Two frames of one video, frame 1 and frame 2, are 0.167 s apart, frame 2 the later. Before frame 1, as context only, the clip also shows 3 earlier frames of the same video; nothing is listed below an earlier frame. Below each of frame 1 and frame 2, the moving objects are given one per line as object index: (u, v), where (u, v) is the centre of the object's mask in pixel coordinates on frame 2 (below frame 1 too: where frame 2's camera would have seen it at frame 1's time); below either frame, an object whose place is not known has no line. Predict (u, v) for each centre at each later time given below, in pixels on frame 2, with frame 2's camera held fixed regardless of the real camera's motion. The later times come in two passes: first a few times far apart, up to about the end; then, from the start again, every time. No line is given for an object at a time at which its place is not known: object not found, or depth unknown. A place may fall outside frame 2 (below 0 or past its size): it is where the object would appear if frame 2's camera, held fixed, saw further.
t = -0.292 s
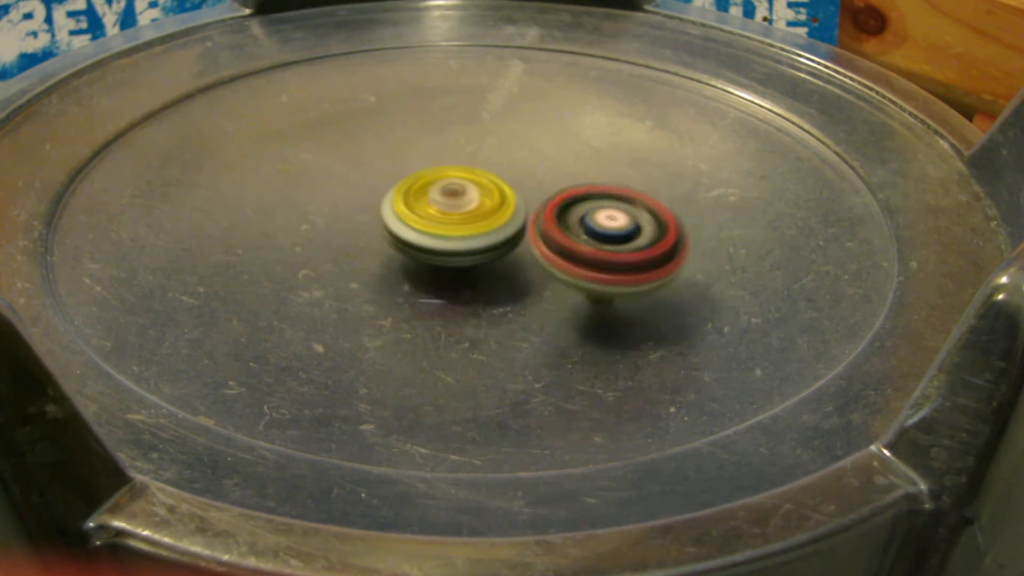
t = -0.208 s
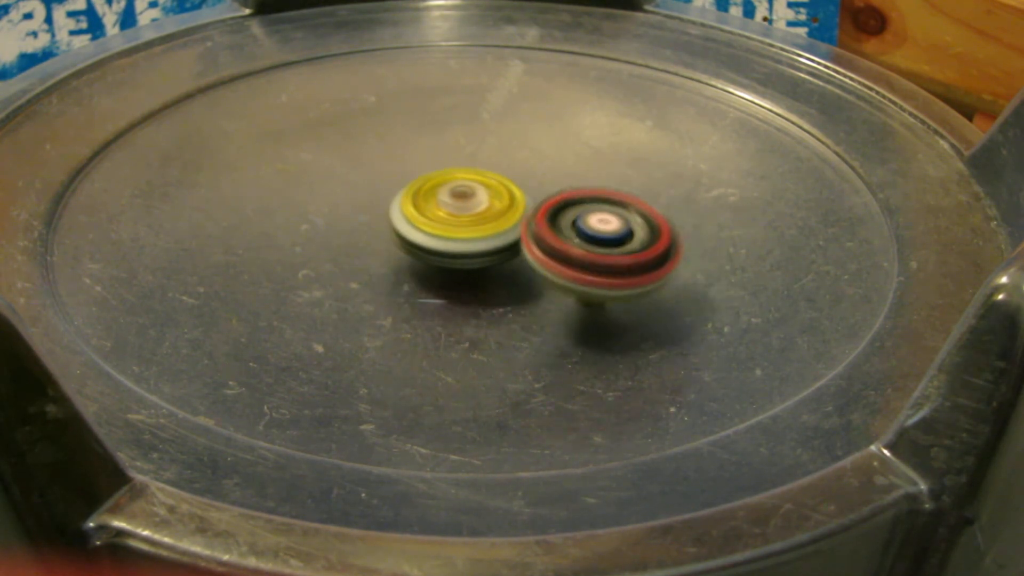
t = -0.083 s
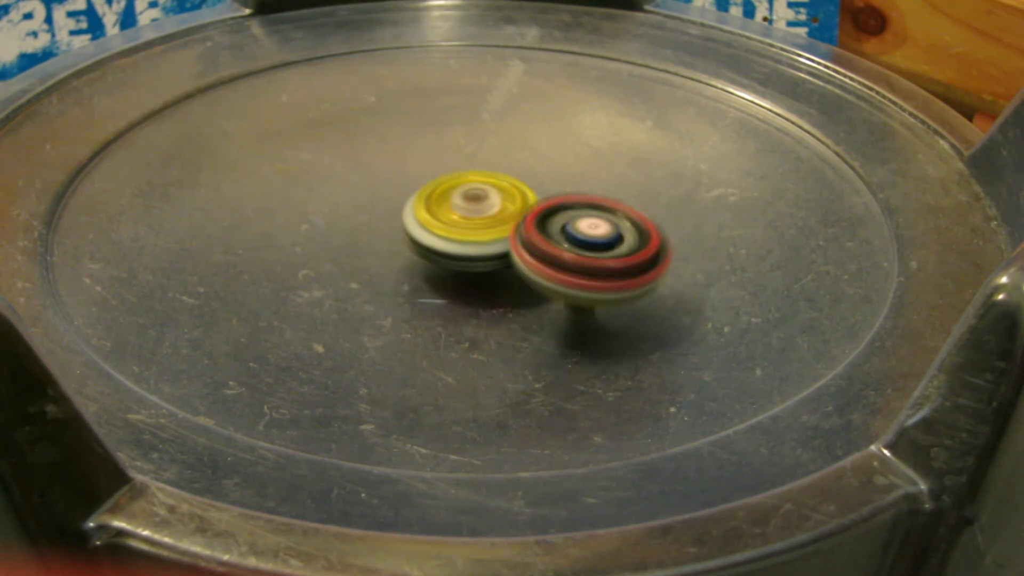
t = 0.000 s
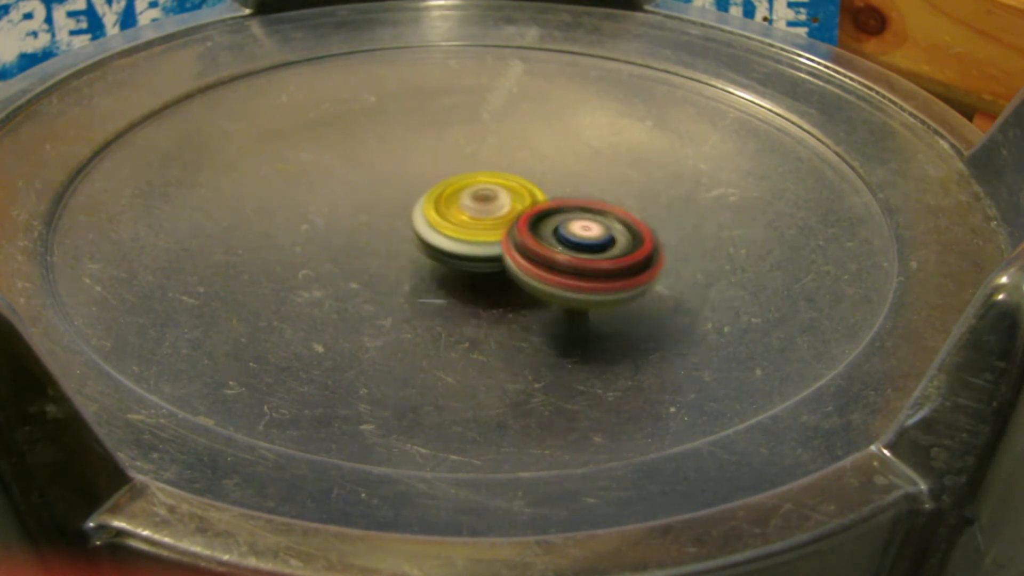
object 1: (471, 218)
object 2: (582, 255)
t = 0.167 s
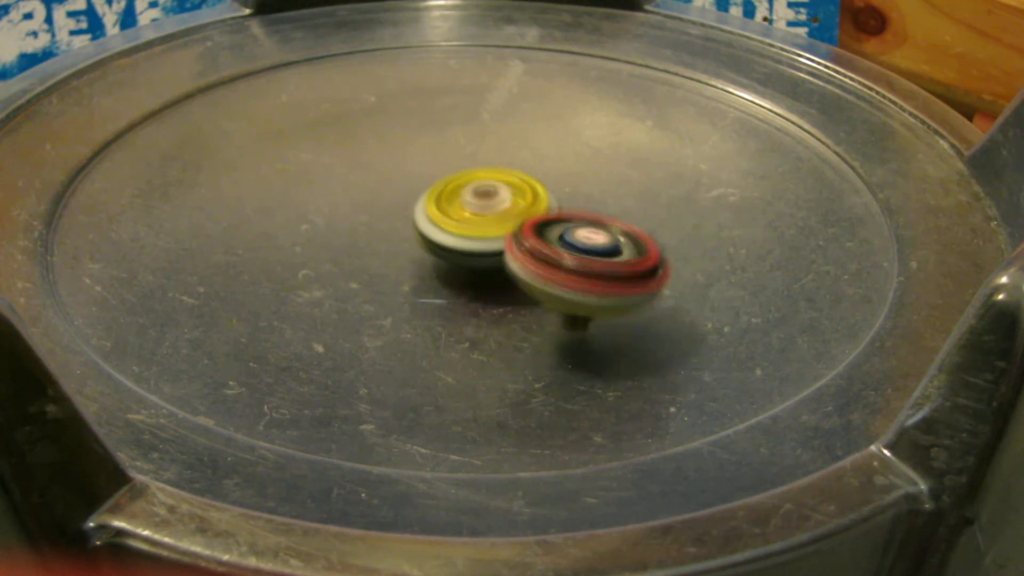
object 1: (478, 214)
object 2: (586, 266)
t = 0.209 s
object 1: (479, 213)
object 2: (582, 273)
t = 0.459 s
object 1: (484, 216)
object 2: (559, 275)
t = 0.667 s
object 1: (479, 215)
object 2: (548, 277)
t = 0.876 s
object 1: (464, 213)
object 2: (524, 274)
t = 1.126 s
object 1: (441, 199)
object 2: (521, 303)
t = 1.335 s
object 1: (414, 195)
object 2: (494, 304)
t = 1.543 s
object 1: (404, 194)
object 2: (474, 302)
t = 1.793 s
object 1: (401, 196)
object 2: (447, 296)
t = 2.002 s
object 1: (407, 189)
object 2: (412, 269)
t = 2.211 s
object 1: (443, 193)
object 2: (375, 257)
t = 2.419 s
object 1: (469, 210)
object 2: (365, 250)
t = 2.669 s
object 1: (489, 223)
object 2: (356, 246)
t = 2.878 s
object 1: (502, 228)
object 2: (345, 240)
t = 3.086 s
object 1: (500, 234)
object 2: (353, 233)
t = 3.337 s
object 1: (510, 237)
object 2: (324, 215)
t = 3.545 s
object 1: (500, 237)
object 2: (328, 207)
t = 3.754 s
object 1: (490, 234)
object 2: (328, 199)
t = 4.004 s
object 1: (486, 226)
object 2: (319, 192)
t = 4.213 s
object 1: (512, 218)
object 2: (288, 178)
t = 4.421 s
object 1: (513, 210)
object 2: (309, 178)
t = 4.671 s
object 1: (510, 206)
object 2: (337, 178)
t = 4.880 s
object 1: (505, 204)
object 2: (357, 175)
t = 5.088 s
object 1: (501, 204)
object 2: (362, 168)
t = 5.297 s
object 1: (532, 217)
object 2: (300, 144)
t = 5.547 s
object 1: (523, 219)
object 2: (300, 135)
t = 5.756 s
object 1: (508, 219)
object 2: (348, 157)
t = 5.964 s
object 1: (512, 222)
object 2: (377, 176)
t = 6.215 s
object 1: (507, 220)
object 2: (369, 165)
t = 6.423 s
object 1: (519, 221)
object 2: (325, 154)
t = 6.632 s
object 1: (510, 216)
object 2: (338, 154)
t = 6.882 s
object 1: (518, 214)
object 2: (350, 164)
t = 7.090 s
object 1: (523, 211)
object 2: (379, 166)
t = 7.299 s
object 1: (516, 208)
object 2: (388, 165)
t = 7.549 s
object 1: (511, 207)
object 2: (370, 158)
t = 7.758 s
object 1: (519, 228)
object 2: (358, 134)
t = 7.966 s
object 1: (514, 236)
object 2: (373, 139)
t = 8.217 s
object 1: (501, 246)
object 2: (451, 157)
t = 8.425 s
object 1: (473, 243)
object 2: (497, 158)
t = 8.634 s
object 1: (449, 238)
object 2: (489, 145)
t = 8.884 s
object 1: (427, 233)
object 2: (507, 136)
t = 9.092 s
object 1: (428, 230)
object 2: (521, 137)
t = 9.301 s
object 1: (448, 224)
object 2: (532, 154)
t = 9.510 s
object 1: (462, 226)
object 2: (591, 156)
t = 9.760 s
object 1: (479, 230)
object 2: (612, 164)
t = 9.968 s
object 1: (476, 236)
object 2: (617, 169)
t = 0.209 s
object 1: (479, 213)
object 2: (582, 273)
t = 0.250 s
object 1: (479, 213)
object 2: (576, 275)
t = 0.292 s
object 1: (481, 214)
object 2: (571, 276)
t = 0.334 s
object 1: (481, 215)
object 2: (568, 275)
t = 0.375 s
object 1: (482, 215)
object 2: (565, 276)
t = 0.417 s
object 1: (483, 216)
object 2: (562, 275)
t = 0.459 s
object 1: (484, 216)
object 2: (559, 275)
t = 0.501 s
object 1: (484, 217)
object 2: (556, 275)
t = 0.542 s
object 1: (483, 217)
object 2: (553, 274)
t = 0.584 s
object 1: (482, 216)
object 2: (552, 276)
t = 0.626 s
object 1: (481, 215)
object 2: (552, 278)
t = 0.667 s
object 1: (479, 215)
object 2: (548, 277)
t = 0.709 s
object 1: (476, 214)
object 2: (543, 276)
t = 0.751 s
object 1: (474, 214)
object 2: (538, 276)
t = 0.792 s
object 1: (470, 214)
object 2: (534, 275)
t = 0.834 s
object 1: (467, 213)
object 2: (529, 274)
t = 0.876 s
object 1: (464, 213)
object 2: (524, 274)
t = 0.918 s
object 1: (461, 212)
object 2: (519, 274)
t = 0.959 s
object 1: (458, 211)
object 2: (513, 273)
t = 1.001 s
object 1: (455, 209)
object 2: (508, 272)
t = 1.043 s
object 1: (450, 206)
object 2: (517, 285)
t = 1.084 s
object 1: (446, 201)
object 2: (524, 296)
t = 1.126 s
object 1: (441, 199)
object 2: (521, 303)
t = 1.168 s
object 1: (435, 198)
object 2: (515, 304)
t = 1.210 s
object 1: (429, 197)
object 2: (509, 304)
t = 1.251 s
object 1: (423, 196)
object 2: (504, 304)
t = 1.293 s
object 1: (418, 195)
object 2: (499, 304)
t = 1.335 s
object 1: (414, 195)
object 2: (494, 304)
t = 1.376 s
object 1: (411, 194)
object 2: (490, 304)
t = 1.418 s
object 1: (408, 194)
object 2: (486, 304)
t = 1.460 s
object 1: (406, 194)
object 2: (482, 303)
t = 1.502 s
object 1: (405, 194)
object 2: (478, 302)
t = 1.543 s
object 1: (404, 194)
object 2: (474, 302)
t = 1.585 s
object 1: (403, 195)
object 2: (469, 301)
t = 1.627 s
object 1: (402, 195)
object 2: (466, 300)
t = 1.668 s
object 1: (402, 196)
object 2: (461, 299)
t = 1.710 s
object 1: (401, 196)
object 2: (456, 298)
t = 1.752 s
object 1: (401, 196)
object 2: (452, 297)
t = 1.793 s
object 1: (401, 196)
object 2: (447, 296)
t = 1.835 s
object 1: (401, 195)
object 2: (441, 293)
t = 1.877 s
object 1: (402, 194)
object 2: (434, 289)
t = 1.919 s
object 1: (402, 193)
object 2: (427, 283)
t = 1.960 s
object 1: (404, 191)
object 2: (419, 276)
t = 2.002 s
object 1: (407, 189)
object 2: (412, 269)
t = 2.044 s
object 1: (413, 187)
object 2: (406, 263)
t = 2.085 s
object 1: (421, 187)
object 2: (401, 258)
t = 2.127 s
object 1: (431, 187)
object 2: (393, 255)
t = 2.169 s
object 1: (438, 190)
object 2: (380, 258)
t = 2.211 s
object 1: (443, 193)
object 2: (375, 257)
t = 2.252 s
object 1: (449, 196)
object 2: (372, 256)
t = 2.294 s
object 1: (455, 200)
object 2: (369, 254)
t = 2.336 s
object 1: (460, 203)
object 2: (367, 252)
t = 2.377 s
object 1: (465, 206)
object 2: (366, 251)
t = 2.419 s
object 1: (469, 210)
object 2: (365, 250)
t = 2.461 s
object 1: (474, 213)
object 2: (365, 248)
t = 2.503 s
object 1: (479, 215)
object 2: (363, 246)
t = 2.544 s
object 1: (480, 217)
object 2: (355, 249)
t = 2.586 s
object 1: (482, 219)
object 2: (354, 249)
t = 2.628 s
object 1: (486, 221)
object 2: (355, 247)
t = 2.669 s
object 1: (489, 223)
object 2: (356, 246)
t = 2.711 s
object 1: (492, 225)
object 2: (357, 245)
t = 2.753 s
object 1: (495, 226)
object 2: (359, 243)
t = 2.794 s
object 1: (497, 228)
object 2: (359, 242)
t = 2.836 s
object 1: (499, 228)
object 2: (351, 241)
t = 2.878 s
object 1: (502, 228)
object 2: (345, 240)
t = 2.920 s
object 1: (502, 228)
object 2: (345, 239)
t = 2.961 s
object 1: (502, 230)
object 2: (346, 238)
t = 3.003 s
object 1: (502, 232)
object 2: (348, 236)
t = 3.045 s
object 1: (501, 233)
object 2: (351, 234)
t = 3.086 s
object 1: (500, 234)
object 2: (353, 233)
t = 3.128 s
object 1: (499, 236)
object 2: (355, 231)
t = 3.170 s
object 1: (498, 237)
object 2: (356, 228)
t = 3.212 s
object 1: (503, 236)
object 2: (344, 225)
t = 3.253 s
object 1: (511, 237)
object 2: (329, 222)
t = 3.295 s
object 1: (511, 237)
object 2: (325, 218)
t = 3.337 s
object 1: (510, 237)
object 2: (324, 215)
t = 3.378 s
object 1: (509, 237)
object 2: (325, 213)
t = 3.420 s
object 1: (507, 237)
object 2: (325, 211)
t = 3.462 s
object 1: (505, 237)
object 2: (326, 210)
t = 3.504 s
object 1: (503, 237)
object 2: (327, 208)
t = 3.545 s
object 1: (500, 237)
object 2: (328, 207)
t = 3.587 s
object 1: (497, 236)
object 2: (330, 205)
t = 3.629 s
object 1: (495, 236)
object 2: (331, 204)
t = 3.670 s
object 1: (492, 235)
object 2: (333, 203)
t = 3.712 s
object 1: (489, 234)
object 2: (334, 202)
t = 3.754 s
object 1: (490, 234)
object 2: (328, 199)
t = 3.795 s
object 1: (489, 233)
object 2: (322, 198)
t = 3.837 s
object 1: (487, 232)
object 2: (325, 198)
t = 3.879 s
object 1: (483, 230)
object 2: (328, 197)
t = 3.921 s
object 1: (483, 229)
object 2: (327, 195)
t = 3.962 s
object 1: (487, 227)
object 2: (318, 191)
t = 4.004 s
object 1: (486, 226)
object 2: (319, 192)
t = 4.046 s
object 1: (485, 224)
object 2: (324, 191)
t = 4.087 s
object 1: (483, 223)
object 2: (328, 191)
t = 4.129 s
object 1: (482, 221)
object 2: (331, 190)
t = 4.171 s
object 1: (500, 220)
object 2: (305, 182)
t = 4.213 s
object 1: (512, 218)
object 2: (288, 178)
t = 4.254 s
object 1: (513, 217)
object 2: (284, 178)
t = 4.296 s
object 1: (513, 215)
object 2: (290, 178)
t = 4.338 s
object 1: (513, 213)
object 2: (297, 178)
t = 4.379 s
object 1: (513, 212)
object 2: (304, 178)
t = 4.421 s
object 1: (513, 210)
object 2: (309, 178)
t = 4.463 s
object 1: (512, 209)
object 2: (313, 178)
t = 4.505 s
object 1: (512, 208)
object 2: (318, 178)
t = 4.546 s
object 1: (512, 208)
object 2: (323, 178)
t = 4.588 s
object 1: (511, 207)
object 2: (328, 178)
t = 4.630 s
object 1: (510, 206)
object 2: (333, 178)
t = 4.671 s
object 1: (510, 206)
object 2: (337, 178)
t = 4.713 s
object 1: (509, 205)
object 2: (341, 178)
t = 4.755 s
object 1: (508, 205)
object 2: (346, 177)
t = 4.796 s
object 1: (508, 204)
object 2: (349, 176)
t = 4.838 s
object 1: (507, 204)
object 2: (353, 176)
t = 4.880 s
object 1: (505, 204)
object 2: (357, 175)
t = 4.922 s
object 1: (504, 203)
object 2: (362, 174)
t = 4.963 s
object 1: (502, 203)
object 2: (365, 173)
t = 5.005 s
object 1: (500, 203)
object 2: (367, 172)
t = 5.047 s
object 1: (501, 204)
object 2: (365, 170)
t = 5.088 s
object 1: (501, 204)
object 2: (362, 168)
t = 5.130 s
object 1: (500, 204)
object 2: (363, 167)
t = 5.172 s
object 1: (498, 205)
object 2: (366, 166)
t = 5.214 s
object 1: (506, 205)
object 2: (349, 157)
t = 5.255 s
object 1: (525, 211)
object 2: (318, 151)
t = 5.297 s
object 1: (532, 217)
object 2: (300, 144)
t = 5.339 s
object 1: (531, 219)
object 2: (288, 138)
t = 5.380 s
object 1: (530, 219)
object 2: (282, 133)
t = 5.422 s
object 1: (528, 219)
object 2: (282, 131)
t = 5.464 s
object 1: (527, 219)
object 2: (286, 132)
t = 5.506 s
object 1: (525, 219)
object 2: (293, 133)
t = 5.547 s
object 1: (523, 219)
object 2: (300, 135)
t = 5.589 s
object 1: (520, 219)
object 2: (307, 138)
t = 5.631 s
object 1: (517, 219)
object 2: (315, 140)
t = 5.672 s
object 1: (514, 219)
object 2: (323, 144)
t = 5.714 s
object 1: (511, 219)
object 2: (333, 149)
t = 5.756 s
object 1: (508, 219)
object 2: (348, 157)
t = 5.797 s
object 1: (506, 219)
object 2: (369, 168)
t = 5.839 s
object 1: (517, 222)
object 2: (368, 173)
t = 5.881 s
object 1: (518, 223)
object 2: (368, 175)
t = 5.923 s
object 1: (515, 222)
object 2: (372, 176)
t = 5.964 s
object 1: (512, 222)
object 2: (377, 176)
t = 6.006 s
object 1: (512, 221)
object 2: (379, 172)
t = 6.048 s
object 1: (508, 221)
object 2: (381, 172)
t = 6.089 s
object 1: (512, 221)
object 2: (370, 167)
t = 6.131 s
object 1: (512, 221)
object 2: (364, 166)
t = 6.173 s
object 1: (509, 220)
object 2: (367, 166)
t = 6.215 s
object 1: (507, 220)
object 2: (369, 165)
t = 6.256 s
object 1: (504, 219)
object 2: (372, 165)
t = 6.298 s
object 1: (501, 218)
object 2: (374, 164)
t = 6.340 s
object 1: (502, 217)
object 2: (365, 161)
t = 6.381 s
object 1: (517, 220)
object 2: (339, 154)
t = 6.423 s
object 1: (519, 221)
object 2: (325, 154)
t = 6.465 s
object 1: (518, 220)
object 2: (323, 153)
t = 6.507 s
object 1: (516, 219)
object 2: (324, 153)
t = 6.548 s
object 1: (514, 218)
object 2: (329, 154)
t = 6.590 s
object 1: (512, 217)
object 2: (334, 154)
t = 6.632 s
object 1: (510, 216)
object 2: (338, 154)
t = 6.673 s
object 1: (508, 215)
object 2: (342, 155)
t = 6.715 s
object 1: (505, 213)
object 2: (346, 156)
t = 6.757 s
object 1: (502, 212)
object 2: (350, 158)
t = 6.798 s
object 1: (500, 211)
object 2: (360, 162)
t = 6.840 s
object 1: (512, 213)
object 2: (353, 163)
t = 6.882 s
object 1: (518, 214)
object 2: (350, 164)
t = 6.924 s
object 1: (517, 214)
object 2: (353, 164)
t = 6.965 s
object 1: (517, 213)
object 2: (361, 165)
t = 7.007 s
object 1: (516, 212)
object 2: (372, 167)
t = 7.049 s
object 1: (522, 212)
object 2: (379, 167)
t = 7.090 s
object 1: (523, 211)
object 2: (379, 166)
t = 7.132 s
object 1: (523, 210)
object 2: (382, 166)
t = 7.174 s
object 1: (521, 209)
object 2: (383, 166)
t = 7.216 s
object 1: (520, 209)
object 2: (384, 165)
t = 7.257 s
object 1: (518, 208)
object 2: (386, 165)
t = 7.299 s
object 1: (516, 208)
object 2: (388, 165)
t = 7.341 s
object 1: (515, 208)
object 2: (387, 163)
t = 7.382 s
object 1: (515, 208)
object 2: (383, 163)
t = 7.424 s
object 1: (515, 207)
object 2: (383, 163)
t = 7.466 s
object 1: (518, 207)
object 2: (374, 161)
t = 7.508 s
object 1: (514, 207)
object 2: (370, 159)
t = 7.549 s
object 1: (511, 207)
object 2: (370, 158)
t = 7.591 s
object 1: (507, 208)
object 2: (373, 158)
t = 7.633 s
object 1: (505, 209)
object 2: (373, 157)
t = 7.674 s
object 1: (502, 210)
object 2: (373, 157)
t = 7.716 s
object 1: (513, 221)
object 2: (364, 145)
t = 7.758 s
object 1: (519, 228)
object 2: (358, 134)
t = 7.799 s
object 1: (519, 231)
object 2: (359, 132)
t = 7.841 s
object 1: (519, 232)
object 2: (362, 133)
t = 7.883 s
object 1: (518, 234)
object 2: (365, 135)
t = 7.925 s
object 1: (516, 235)
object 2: (369, 137)
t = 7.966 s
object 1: (514, 236)
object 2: (373, 139)
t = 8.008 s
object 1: (511, 238)
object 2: (378, 141)
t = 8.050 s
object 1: (508, 239)
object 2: (388, 145)
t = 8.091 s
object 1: (504, 240)
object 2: (402, 151)
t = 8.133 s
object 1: (500, 240)
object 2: (421, 159)
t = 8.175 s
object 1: (498, 242)
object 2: (442, 160)
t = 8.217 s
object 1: (501, 246)
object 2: (451, 157)
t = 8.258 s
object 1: (496, 246)
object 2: (464, 158)
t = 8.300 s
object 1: (492, 245)
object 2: (477, 159)
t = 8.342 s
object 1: (485, 245)
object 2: (490, 159)
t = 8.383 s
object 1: (479, 244)
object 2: (497, 158)
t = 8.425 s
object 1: (473, 243)
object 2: (497, 158)
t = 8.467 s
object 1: (467, 243)
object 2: (494, 155)
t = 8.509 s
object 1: (460, 244)
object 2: (494, 151)
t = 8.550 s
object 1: (456, 242)
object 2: (492, 148)
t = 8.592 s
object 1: (452, 240)
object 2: (489, 145)
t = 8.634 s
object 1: (449, 238)
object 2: (489, 145)
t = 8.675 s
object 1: (446, 236)
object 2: (489, 145)
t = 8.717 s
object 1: (443, 234)
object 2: (490, 146)
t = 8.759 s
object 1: (440, 233)
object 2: (492, 146)
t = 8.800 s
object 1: (436, 231)
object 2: (496, 145)
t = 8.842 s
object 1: (435, 230)
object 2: (496, 145)
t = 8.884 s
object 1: (427, 233)
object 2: (507, 136)
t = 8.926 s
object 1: (421, 235)
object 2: (516, 130)
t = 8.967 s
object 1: (422, 234)
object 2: (518, 129)
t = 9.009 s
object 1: (424, 232)
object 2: (518, 132)
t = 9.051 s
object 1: (426, 231)
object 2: (519, 134)
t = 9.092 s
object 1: (428, 230)
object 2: (521, 137)
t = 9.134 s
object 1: (431, 229)
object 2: (523, 139)
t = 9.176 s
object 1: (434, 227)
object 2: (525, 141)
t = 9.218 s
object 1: (439, 226)
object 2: (527, 145)
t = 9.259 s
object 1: (442, 225)
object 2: (529, 149)
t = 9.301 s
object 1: (448, 224)
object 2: (532, 154)
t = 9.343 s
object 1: (451, 224)
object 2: (538, 154)
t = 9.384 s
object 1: (454, 224)
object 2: (549, 155)
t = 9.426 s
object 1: (459, 224)
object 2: (560, 157)
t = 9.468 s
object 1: (462, 225)
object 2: (570, 160)
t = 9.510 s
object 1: (462, 226)
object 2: (591, 156)
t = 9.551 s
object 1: (465, 226)
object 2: (612, 157)
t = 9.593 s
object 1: (468, 227)
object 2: (620, 159)
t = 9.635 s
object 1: (471, 228)
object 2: (620, 159)
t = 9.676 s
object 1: (474, 228)
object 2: (617, 161)
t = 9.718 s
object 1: (476, 229)
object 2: (614, 162)
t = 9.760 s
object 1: (479, 230)
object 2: (612, 164)
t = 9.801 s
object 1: (482, 231)
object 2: (609, 167)
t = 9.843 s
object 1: (484, 232)
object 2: (609, 169)
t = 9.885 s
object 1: (484, 233)
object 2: (609, 171)
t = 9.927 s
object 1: (477, 235)
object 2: (618, 169)
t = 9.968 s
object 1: (476, 236)
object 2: (617, 169)
